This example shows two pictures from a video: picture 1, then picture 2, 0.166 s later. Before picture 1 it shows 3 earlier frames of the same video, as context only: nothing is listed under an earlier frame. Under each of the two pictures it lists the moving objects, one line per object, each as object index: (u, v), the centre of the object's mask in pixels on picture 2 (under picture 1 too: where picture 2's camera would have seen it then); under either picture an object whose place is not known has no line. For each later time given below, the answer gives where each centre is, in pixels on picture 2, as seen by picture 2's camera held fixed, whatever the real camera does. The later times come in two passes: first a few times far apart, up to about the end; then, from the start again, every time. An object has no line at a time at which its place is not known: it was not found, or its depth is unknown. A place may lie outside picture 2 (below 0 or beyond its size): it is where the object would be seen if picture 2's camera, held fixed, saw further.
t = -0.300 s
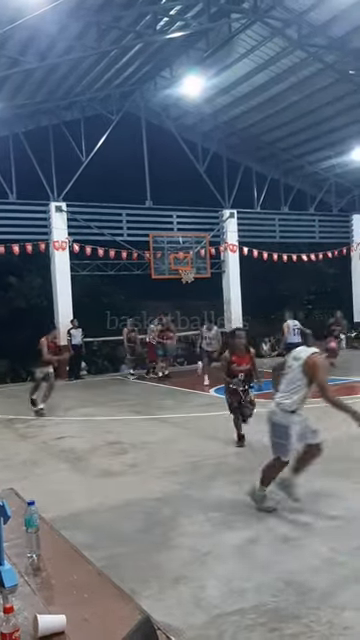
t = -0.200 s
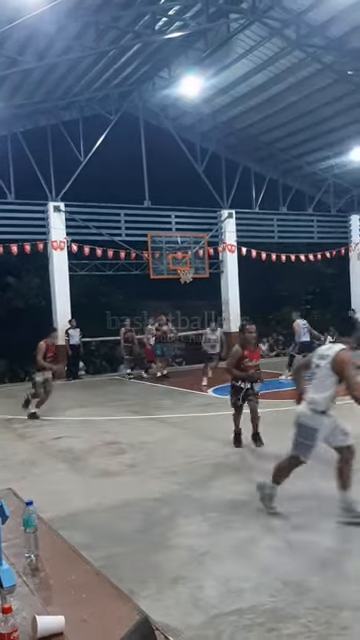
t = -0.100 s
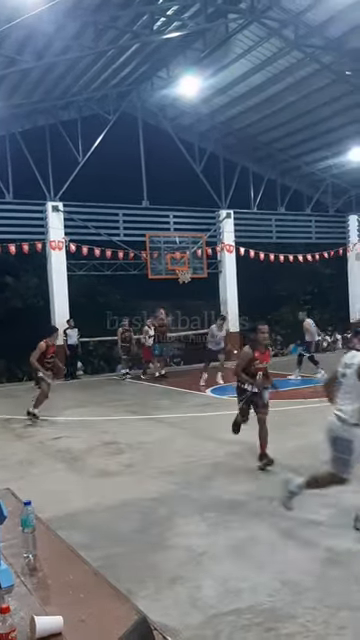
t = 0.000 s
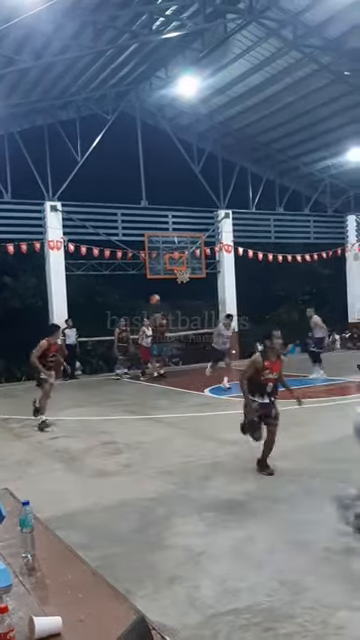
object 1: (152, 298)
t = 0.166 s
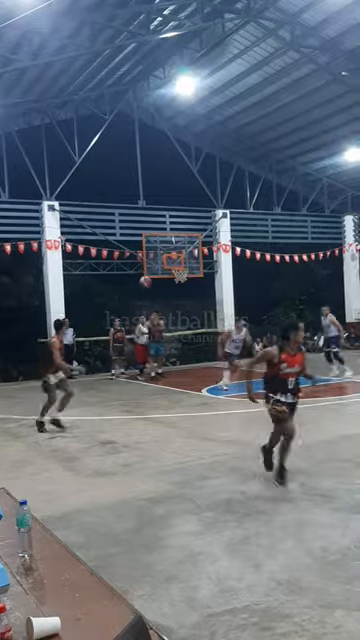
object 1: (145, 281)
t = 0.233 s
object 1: (141, 277)
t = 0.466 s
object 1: (130, 277)
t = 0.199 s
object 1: (142, 280)
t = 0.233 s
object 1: (141, 277)
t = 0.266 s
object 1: (140, 275)
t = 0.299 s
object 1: (138, 274)
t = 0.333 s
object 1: (137, 273)
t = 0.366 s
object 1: (135, 273)
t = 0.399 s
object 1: (134, 274)
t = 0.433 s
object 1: (131, 275)
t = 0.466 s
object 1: (130, 277)
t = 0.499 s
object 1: (128, 279)
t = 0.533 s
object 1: (126, 283)
